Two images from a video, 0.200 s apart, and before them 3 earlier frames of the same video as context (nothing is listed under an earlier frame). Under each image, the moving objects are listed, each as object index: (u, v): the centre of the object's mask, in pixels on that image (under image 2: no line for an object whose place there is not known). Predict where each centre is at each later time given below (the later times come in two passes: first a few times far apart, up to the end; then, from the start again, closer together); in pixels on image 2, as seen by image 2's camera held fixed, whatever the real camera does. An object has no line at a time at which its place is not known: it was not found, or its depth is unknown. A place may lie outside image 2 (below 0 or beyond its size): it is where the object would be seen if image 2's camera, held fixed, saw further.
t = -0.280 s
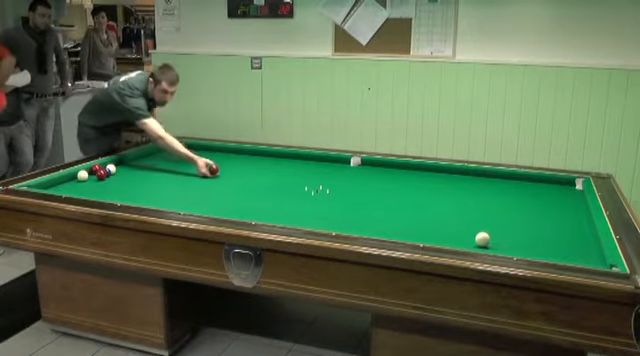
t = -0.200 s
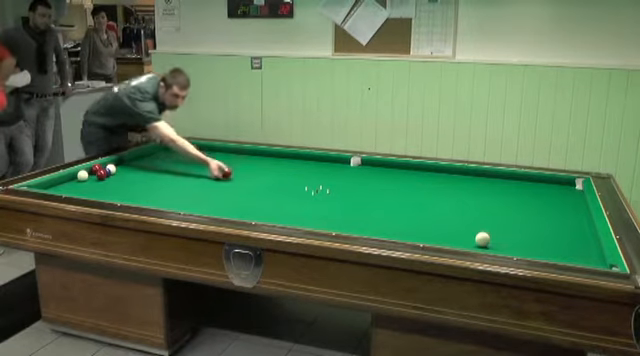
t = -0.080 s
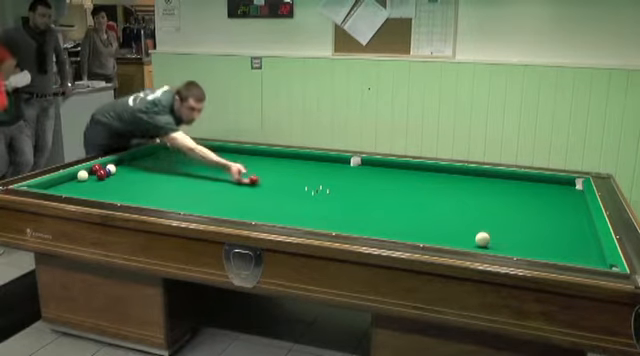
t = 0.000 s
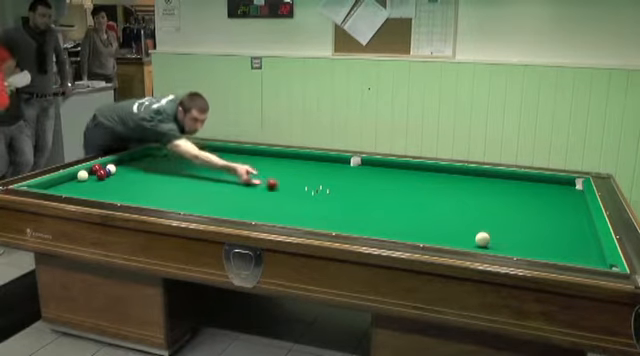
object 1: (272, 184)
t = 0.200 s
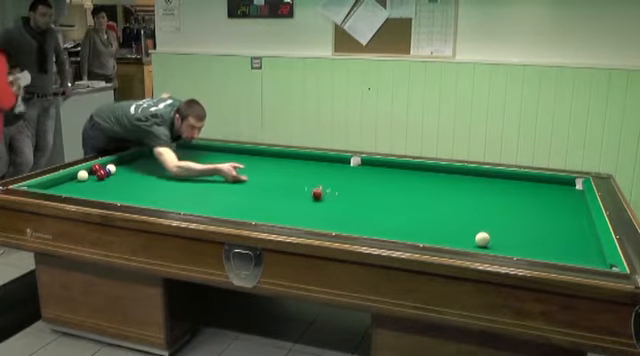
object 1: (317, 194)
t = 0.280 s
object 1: (335, 198)
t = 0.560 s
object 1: (403, 213)
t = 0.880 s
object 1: (493, 233)
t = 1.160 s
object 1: (581, 253)
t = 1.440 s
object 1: (545, 252)
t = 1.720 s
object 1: (494, 247)
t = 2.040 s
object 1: (441, 240)
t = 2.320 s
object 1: (399, 233)
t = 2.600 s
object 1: (361, 226)
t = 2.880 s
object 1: (326, 220)
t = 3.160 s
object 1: (293, 214)
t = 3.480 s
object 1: (259, 208)
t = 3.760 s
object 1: (232, 203)
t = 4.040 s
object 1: (208, 198)
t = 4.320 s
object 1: (185, 193)
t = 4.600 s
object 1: (165, 189)
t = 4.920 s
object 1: (144, 184)
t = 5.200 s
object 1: (127, 181)
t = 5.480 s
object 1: (112, 178)
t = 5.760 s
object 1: (106, 175)
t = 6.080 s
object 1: (105, 174)
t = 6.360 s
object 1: (104, 174)
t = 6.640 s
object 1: (106, 174)
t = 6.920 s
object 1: (107, 175)
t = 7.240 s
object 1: (107, 175)
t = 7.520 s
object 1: (109, 175)
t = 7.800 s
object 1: (110, 175)
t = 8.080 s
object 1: (110, 175)
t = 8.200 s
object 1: (110, 175)
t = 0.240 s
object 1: (326, 196)
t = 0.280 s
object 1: (335, 198)
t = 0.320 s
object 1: (345, 200)
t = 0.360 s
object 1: (353, 202)
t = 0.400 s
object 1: (363, 205)
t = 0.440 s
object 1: (373, 207)
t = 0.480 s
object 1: (383, 209)
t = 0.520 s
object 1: (393, 211)
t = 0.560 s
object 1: (403, 213)
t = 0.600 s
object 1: (414, 216)
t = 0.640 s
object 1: (425, 218)
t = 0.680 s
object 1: (435, 220)
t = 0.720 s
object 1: (447, 223)
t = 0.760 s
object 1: (458, 225)
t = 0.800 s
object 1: (469, 228)
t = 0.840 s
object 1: (481, 228)
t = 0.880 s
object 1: (493, 233)
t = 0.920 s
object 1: (505, 236)
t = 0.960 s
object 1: (517, 239)
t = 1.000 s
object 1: (530, 242)
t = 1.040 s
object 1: (542, 245)
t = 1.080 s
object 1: (555, 248)
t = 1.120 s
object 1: (568, 251)
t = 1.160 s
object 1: (581, 253)
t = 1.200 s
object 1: (594, 256)
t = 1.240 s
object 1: (590, 256)
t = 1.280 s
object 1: (580, 255)
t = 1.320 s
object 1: (571, 254)
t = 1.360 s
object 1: (561, 254)
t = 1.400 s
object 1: (552, 253)
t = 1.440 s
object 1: (545, 252)
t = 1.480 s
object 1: (538, 251)
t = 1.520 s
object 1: (530, 251)
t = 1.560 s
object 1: (522, 250)
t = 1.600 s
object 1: (515, 250)
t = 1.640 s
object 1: (507, 249)
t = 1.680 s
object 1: (501, 249)
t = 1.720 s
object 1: (494, 247)
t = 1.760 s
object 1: (487, 247)
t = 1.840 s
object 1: (475, 245)
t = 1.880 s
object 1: (466, 243)
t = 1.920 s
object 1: (461, 242)
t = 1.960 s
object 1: (453, 241)
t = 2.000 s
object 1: (448, 240)
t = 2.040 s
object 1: (441, 240)
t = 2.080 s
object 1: (435, 238)
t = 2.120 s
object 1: (429, 237)
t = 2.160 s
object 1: (423, 236)
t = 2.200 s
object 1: (417, 235)
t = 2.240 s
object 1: (411, 235)
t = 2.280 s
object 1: (405, 234)
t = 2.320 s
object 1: (399, 233)
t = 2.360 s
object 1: (394, 232)
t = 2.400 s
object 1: (388, 231)
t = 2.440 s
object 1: (382, 230)
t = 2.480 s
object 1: (377, 229)
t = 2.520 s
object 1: (371, 228)
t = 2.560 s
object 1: (366, 227)
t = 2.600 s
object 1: (361, 226)
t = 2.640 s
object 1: (355, 225)
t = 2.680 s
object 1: (350, 224)
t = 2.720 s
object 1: (345, 223)
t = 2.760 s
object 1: (340, 222)
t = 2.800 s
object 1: (335, 221)
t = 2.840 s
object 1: (330, 221)
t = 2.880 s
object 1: (326, 220)
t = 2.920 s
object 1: (321, 219)
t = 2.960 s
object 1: (316, 218)
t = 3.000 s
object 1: (311, 218)
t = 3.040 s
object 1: (307, 217)
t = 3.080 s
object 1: (302, 216)
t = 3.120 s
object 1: (298, 216)
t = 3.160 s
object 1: (293, 214)
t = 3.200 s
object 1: (289, 214)
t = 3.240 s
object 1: (284, 213)
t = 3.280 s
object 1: (280, 212)
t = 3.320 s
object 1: (276, 211)
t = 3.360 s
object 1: (272, 211)
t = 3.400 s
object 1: (267, 210)
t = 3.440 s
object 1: (263, 209)
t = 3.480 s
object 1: (259, 208)
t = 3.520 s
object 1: (255, 207)
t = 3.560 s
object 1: (251, 206)
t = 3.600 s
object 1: (247, 206)
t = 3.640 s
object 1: (243, 205)
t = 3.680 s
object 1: (240, 205)
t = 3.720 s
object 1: (236, 204)
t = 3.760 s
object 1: (232, 203)
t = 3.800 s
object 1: (229, 202)
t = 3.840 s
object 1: (225, 201)
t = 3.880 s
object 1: (221, 200)
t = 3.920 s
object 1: (218, 199)
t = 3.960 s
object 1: (215, 199)
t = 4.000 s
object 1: (211, 198)
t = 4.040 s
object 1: (208, 198)
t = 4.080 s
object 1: (205, 197)
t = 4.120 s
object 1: (201, 196)
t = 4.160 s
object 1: (198, 195)
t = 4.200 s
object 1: (195, 195)
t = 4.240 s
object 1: (192, 194)
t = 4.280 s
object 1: (188, 193)
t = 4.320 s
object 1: (185, 193)
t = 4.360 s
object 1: (183, 192)
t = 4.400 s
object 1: (179, 192)
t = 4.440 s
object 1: (177, 191)
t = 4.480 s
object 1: (174, 190)
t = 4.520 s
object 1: (171, 190)
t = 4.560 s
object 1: (168, 189)
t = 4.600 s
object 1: (165, 189)
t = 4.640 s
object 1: (162, 188)
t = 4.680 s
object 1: (160, 188)
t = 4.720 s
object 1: (157, 187)
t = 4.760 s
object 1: (154, 186)
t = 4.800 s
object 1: (152, 186)
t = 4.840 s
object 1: (149, 185)
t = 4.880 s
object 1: (146, 185)
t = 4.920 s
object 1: (144, 184)
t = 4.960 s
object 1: (141, 184)
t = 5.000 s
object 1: (139, 183)
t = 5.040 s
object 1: (136, 183)
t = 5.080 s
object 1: (134, 182)
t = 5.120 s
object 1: (132, 182)
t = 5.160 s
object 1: (129, 181)
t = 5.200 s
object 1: (127, 181)
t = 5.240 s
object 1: (125, 180)
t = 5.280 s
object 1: (123, 180)
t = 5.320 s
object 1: (120, 179)
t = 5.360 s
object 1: (118, 178)
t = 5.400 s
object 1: (116, 178)
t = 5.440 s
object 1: (115, 177)
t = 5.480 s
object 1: (112, 178)
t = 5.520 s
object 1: (110, 177)
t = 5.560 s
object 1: (108, 176)
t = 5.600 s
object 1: (108, 176)
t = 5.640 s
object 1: (107, 175)
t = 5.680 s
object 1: (107, 175)
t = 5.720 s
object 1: (107, 175)
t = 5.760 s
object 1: (106, 175)
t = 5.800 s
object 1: (106, 175)
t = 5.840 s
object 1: (106, 174)
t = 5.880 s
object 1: (106, 174)
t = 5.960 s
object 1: (105, 174)
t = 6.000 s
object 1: (105, 174)
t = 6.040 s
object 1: (105, 174)
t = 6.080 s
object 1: (105, 174)
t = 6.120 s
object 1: (104, 174)
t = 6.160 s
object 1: (104, 173)
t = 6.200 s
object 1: (104, 174)
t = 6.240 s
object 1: (104, 174)
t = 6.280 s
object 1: (104, 174)
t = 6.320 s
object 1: (104, 174)
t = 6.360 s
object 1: (104, 174)
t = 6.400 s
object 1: (104, 174)
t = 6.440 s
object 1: (105, 174)
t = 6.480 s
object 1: (105, 174)
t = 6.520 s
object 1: (105, 174)
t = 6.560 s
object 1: (105, 174)
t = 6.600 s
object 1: (105, 174)
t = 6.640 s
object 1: (106, 174)
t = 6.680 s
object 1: (106, 174)
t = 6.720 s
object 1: (106, 174)
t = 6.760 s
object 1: (106, 174)
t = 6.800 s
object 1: (106, 174)
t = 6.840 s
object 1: (106, 175)
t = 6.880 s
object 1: (107, 175)
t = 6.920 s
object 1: (107, 175)
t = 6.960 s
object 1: (107, 175)
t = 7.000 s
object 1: (107, 175)
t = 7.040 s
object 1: (107, 175)
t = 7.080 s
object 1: (107, 175)
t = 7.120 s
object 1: (107, 175)
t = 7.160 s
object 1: (108, 175)
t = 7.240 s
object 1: (107, 175)
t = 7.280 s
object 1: (108, 175)
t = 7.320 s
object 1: (108, 175)
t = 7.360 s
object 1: (108, 175)
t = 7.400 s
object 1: (108, 175)
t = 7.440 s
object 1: (109, 175)
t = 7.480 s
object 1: (108, 175)
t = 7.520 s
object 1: (109, 175)
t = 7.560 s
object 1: (109, 175)
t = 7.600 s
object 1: (109, 175)
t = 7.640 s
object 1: (109, 175)
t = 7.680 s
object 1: (109, 175)
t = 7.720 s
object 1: (109, 175)
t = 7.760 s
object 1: (109, 175)
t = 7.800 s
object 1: (110, 175)
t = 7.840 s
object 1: (110, 175)
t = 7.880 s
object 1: (110, 175)
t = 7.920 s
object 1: (110, 175)
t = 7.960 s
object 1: (110, 175)
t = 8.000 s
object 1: (110, 175)
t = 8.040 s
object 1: (110, 175)
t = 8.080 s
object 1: (110, 175)
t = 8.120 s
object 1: (110, 175)
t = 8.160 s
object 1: (110, 175)
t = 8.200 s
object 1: (110, 175)
